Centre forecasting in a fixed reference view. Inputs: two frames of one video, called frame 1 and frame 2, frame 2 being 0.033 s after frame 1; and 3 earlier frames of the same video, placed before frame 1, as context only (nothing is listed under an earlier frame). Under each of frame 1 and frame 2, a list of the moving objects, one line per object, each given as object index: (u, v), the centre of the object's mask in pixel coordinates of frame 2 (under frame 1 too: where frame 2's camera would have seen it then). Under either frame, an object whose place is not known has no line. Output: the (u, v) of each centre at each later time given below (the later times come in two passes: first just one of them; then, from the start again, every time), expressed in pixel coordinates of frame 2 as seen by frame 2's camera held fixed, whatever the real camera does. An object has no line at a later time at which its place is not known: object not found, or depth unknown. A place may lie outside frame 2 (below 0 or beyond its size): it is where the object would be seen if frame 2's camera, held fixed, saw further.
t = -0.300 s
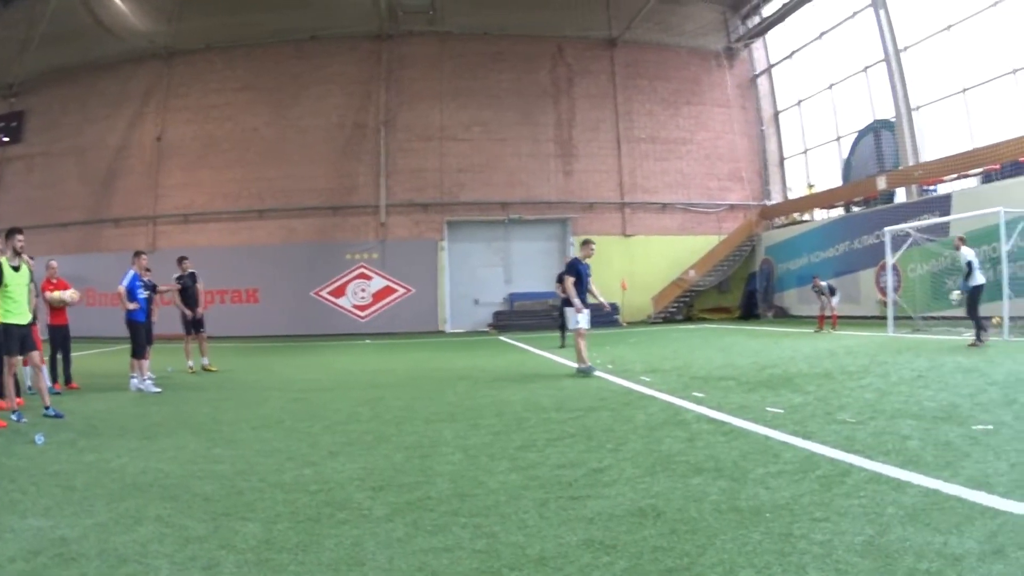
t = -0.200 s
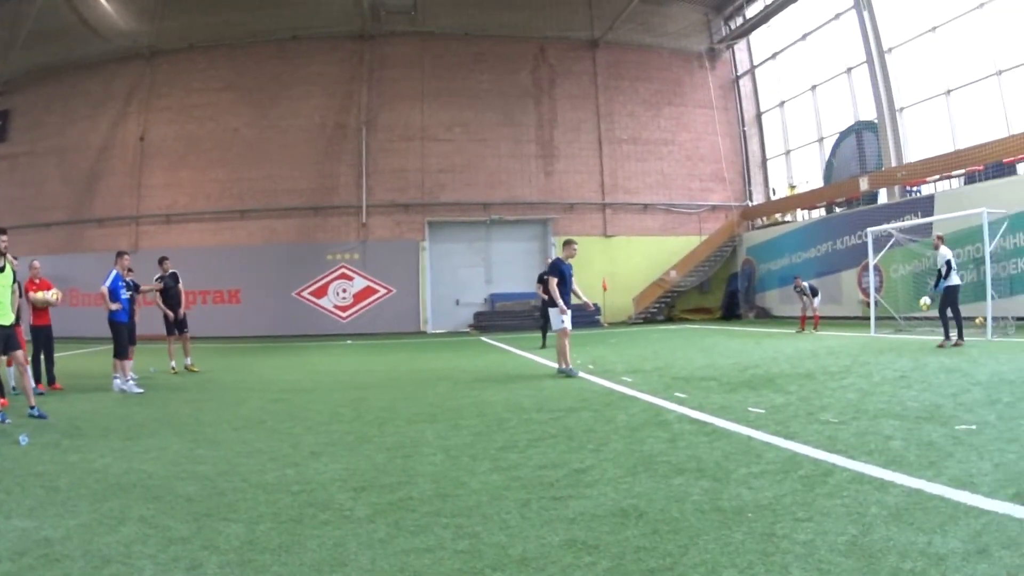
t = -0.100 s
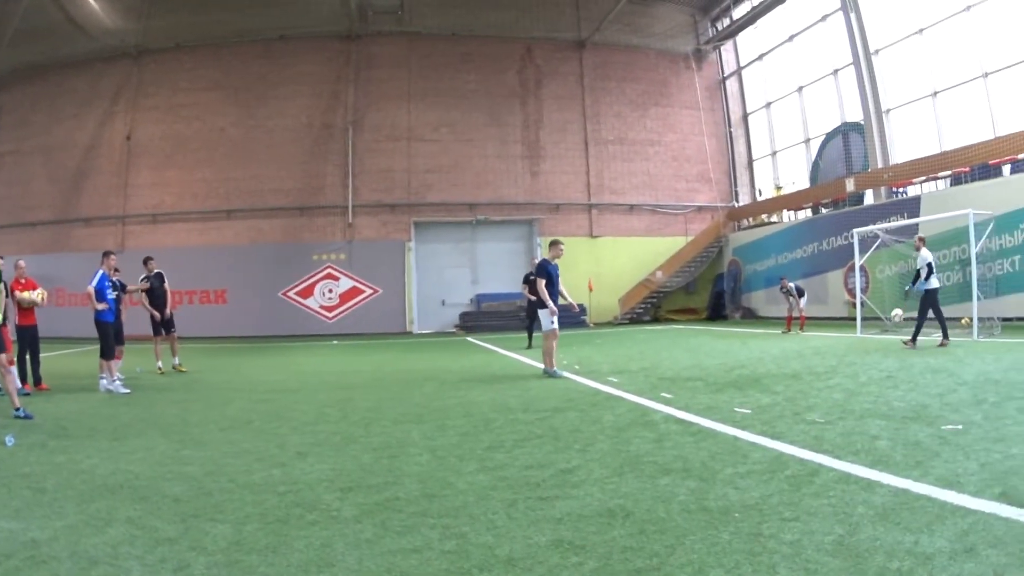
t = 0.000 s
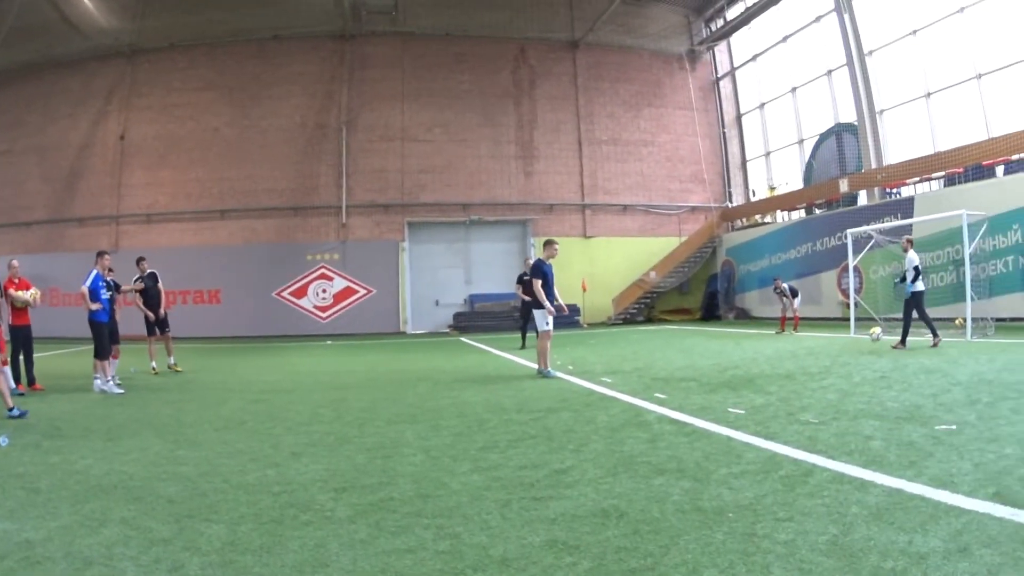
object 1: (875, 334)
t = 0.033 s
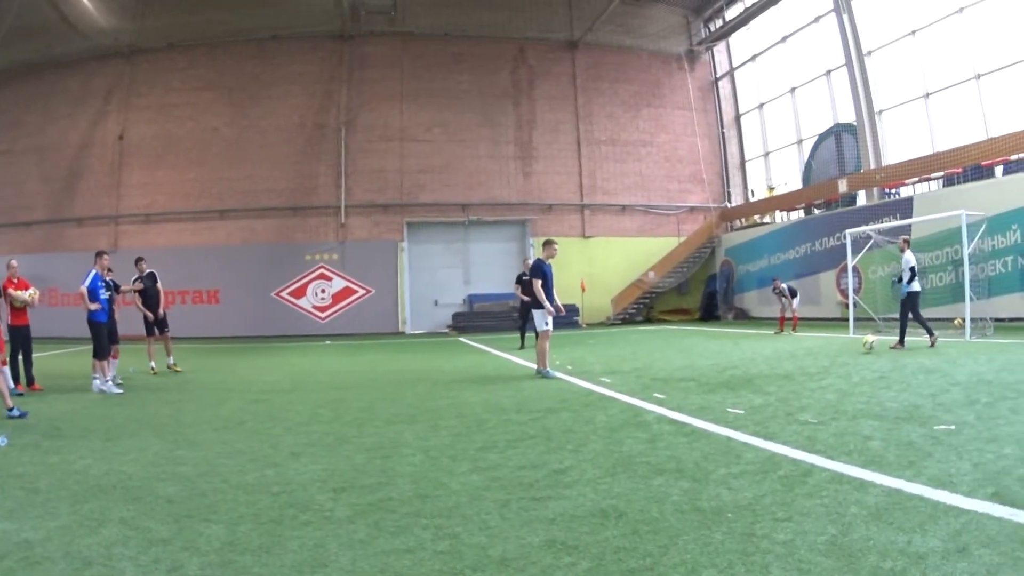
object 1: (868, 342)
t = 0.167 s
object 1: (855, 329)
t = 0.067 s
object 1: (865, 343)
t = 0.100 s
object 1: (862, 337)
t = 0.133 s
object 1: (858, 332)
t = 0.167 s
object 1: (855, 329)
